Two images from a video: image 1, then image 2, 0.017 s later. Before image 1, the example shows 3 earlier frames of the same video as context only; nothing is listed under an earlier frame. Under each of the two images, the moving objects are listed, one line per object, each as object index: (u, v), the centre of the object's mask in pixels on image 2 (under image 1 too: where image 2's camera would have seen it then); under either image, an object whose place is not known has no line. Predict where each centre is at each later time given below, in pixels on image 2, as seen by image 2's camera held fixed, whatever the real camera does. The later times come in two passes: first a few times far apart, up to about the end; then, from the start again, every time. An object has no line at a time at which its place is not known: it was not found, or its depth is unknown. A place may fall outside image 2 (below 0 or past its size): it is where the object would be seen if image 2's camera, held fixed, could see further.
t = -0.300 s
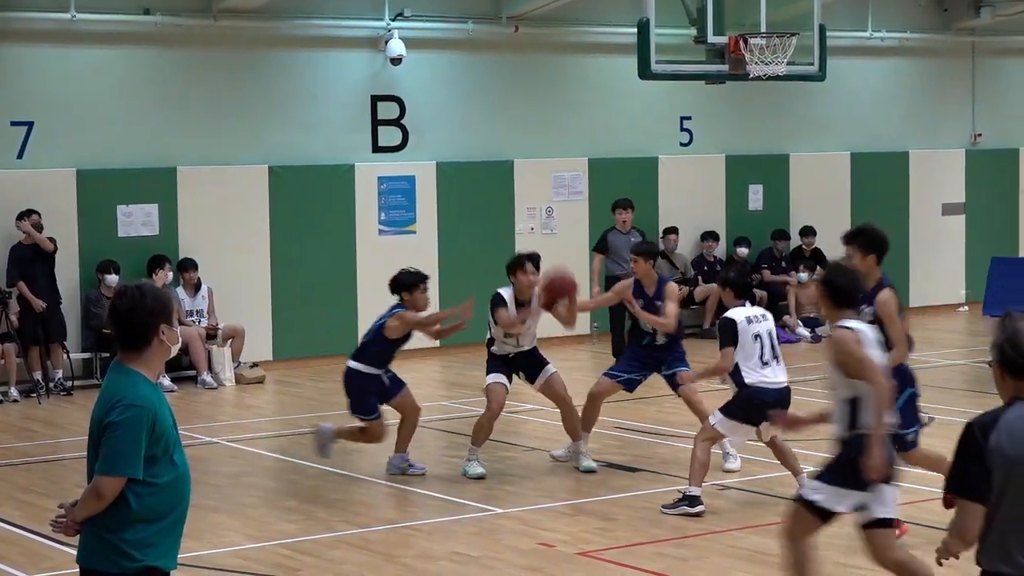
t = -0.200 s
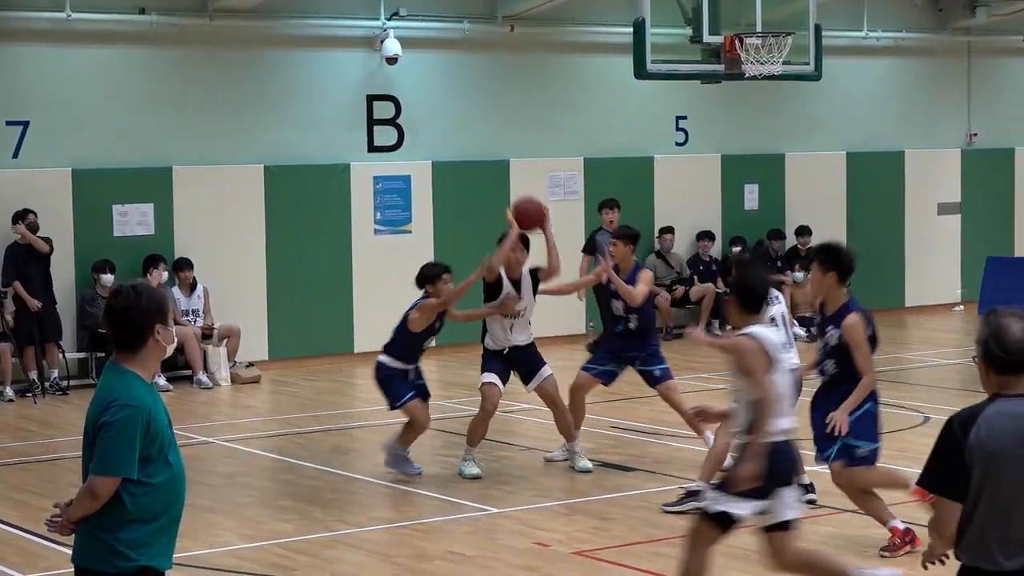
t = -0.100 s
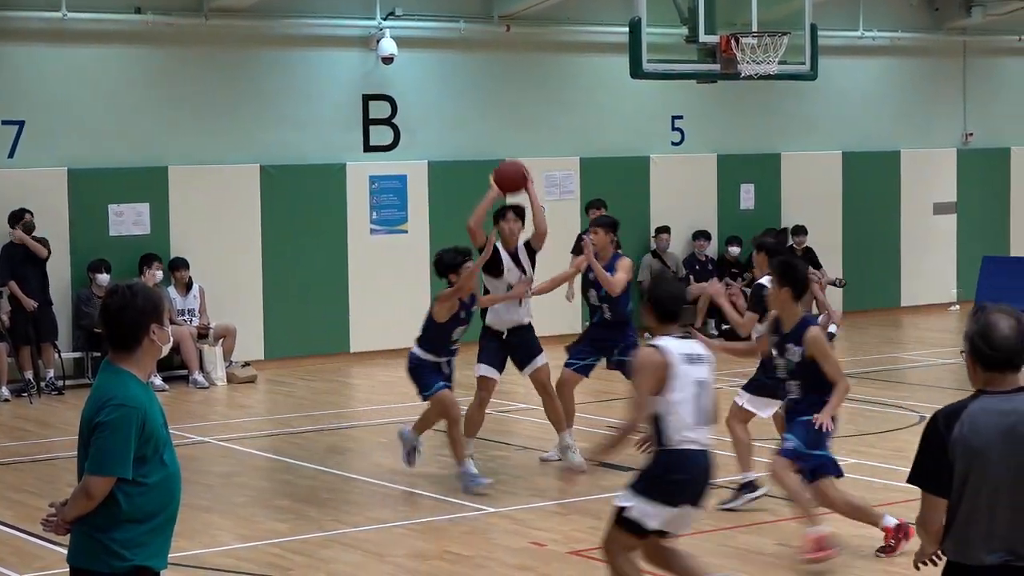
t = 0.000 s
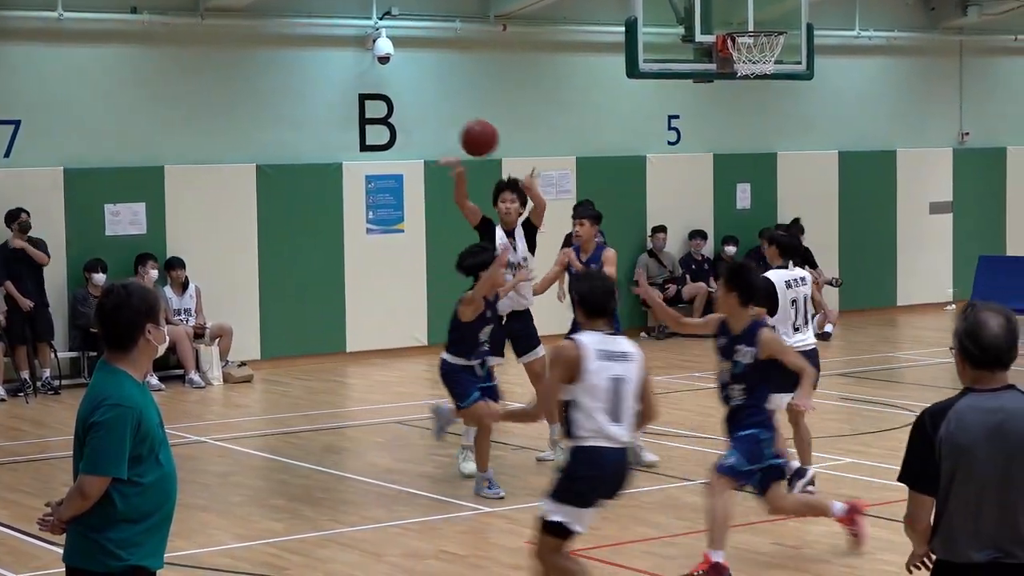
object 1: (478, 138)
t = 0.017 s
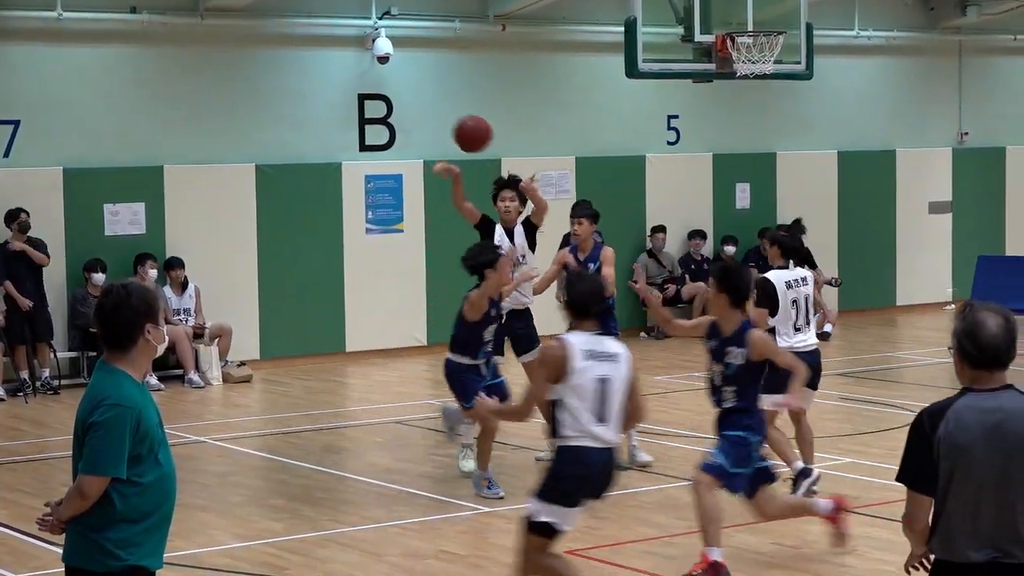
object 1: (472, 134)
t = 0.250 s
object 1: (376, 114)
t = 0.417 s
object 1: (293, 160)
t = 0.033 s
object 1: (466, 129)
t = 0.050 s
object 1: (460, 125)
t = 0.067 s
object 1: (453, 122)
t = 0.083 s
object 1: (446, 119)
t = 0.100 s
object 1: (440, 116)
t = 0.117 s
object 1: (433, 114)
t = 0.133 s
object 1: (427, 112)
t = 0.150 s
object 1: (420, 111)
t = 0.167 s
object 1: (413, 110)
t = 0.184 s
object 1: (406, 110)
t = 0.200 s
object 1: (398, 110)
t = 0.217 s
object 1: (391, 111)
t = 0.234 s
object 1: (384, 112)
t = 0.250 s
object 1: (376, 114)
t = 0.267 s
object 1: (368, 115)
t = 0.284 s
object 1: (360, 118)
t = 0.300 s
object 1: (352, 121)
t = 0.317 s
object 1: (345, 125)
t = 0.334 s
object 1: (336, 129)
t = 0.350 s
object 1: (328, 134)
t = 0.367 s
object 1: (320, 139)
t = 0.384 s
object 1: (312, 145)
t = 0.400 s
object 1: (303, 152)
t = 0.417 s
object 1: (293, 160)
